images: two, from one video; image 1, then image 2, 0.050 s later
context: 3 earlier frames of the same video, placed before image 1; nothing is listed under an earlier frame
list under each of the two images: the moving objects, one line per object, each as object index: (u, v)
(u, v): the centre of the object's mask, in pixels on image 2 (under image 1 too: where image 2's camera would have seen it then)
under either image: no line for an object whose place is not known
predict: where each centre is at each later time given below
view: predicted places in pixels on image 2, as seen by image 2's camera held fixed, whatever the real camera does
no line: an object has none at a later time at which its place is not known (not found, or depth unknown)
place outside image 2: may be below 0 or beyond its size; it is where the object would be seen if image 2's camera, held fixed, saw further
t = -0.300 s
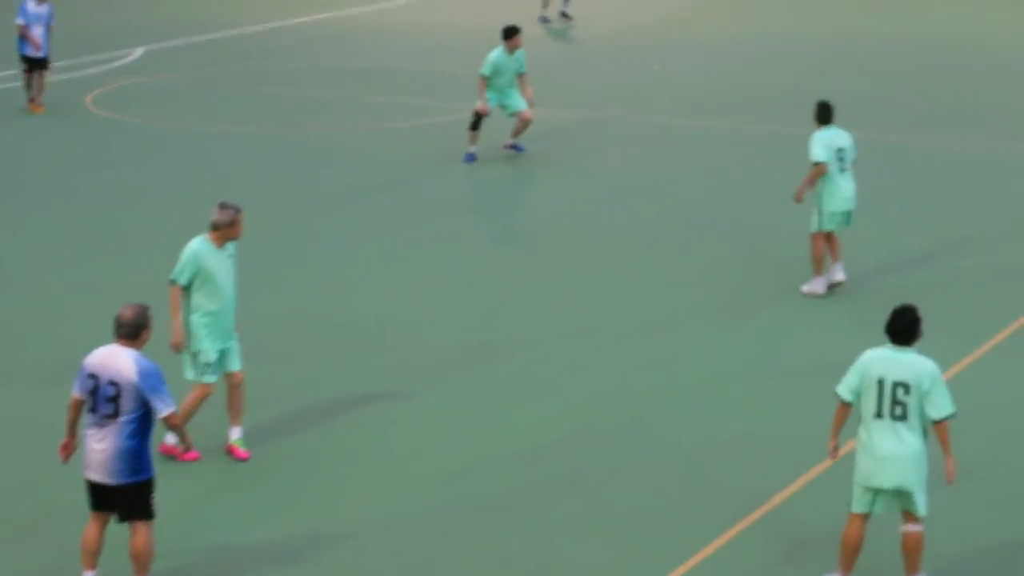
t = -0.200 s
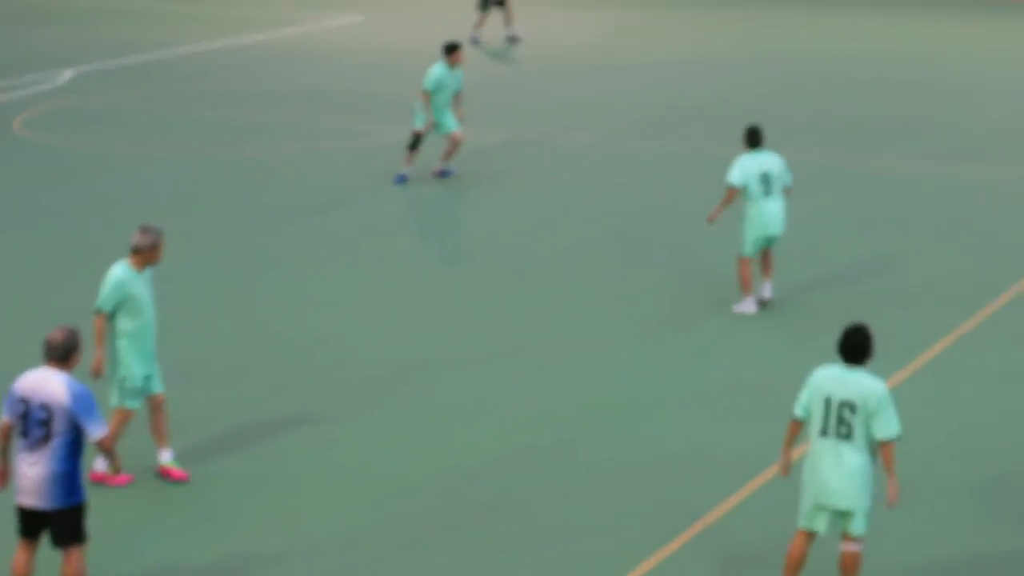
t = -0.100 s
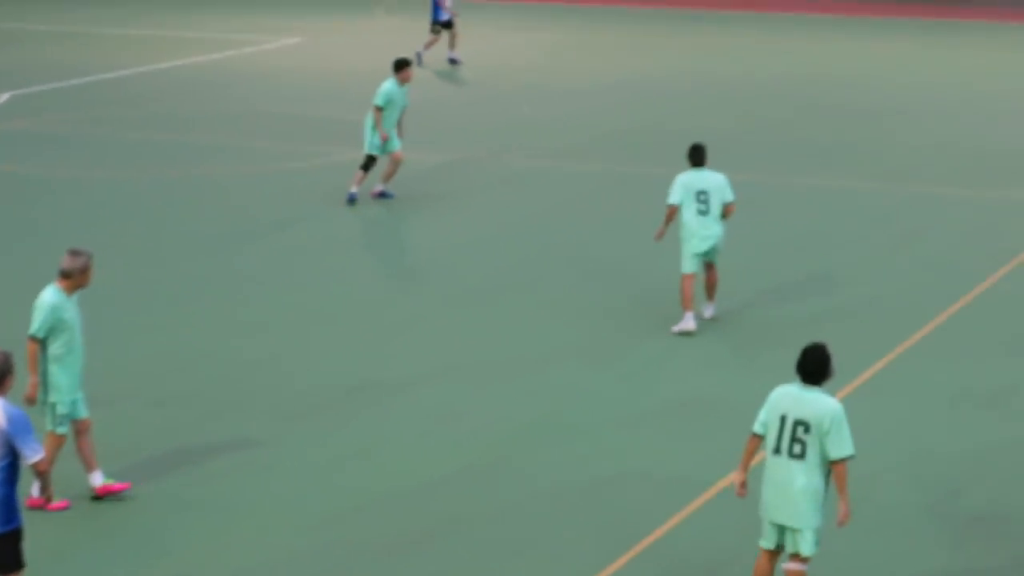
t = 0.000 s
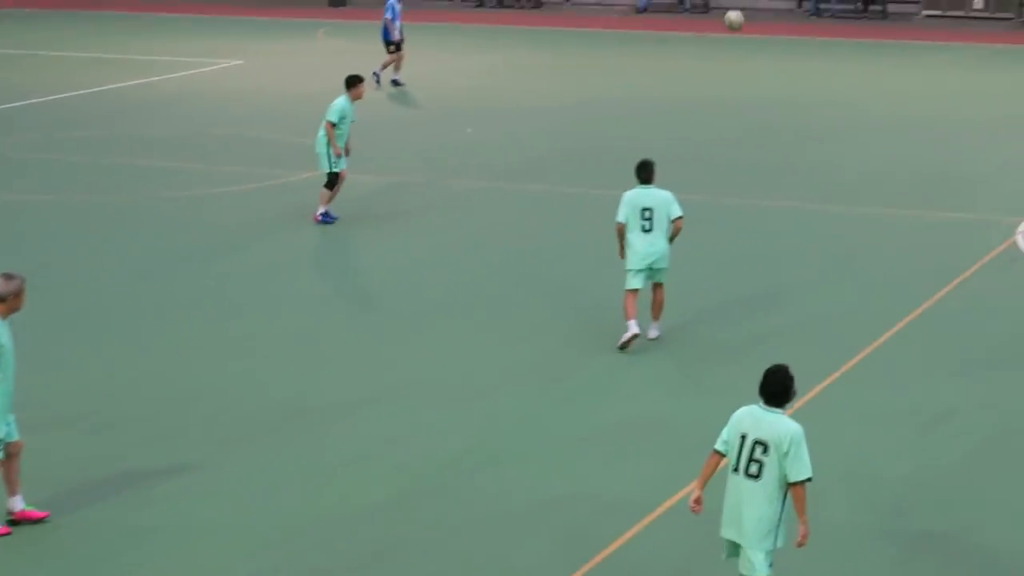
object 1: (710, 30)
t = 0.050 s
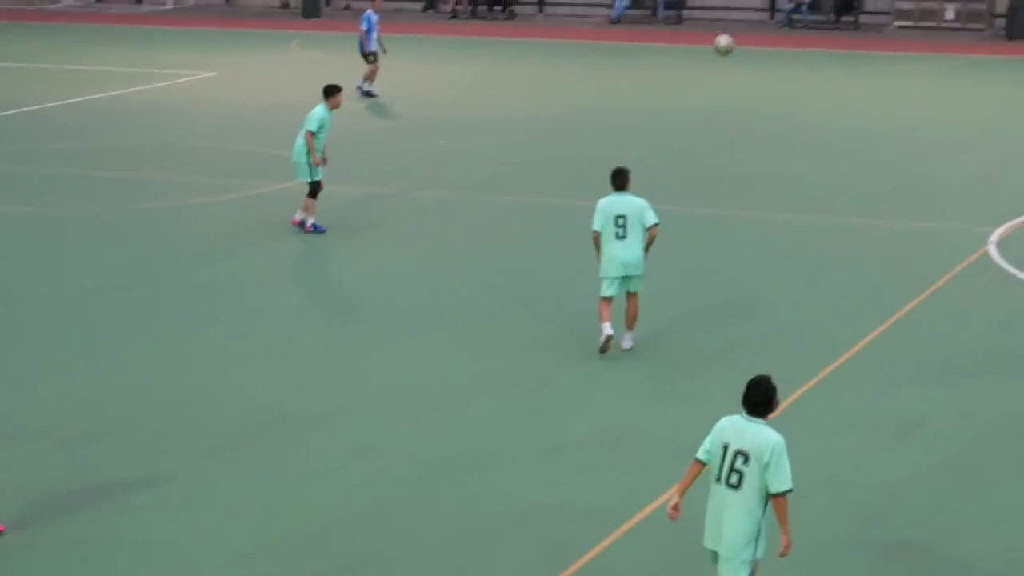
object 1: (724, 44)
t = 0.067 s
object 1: (727, 49)
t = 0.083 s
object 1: (731, 55)
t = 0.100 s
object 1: (735, 60)
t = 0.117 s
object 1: (738, 66)
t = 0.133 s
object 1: (742, 71)
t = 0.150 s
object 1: (745, 77)
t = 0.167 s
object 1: (748, 82)
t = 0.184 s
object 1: (752, 89)
